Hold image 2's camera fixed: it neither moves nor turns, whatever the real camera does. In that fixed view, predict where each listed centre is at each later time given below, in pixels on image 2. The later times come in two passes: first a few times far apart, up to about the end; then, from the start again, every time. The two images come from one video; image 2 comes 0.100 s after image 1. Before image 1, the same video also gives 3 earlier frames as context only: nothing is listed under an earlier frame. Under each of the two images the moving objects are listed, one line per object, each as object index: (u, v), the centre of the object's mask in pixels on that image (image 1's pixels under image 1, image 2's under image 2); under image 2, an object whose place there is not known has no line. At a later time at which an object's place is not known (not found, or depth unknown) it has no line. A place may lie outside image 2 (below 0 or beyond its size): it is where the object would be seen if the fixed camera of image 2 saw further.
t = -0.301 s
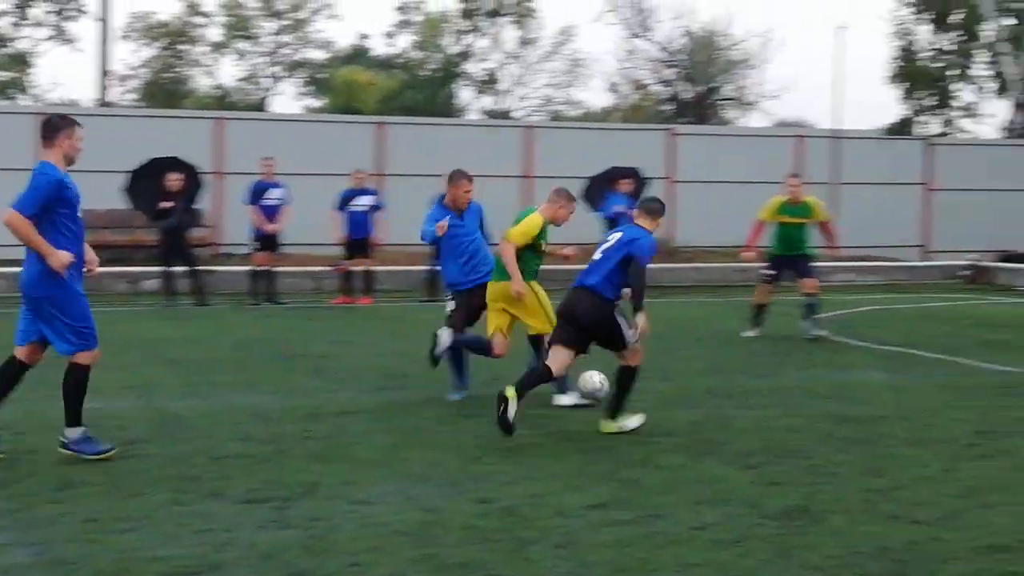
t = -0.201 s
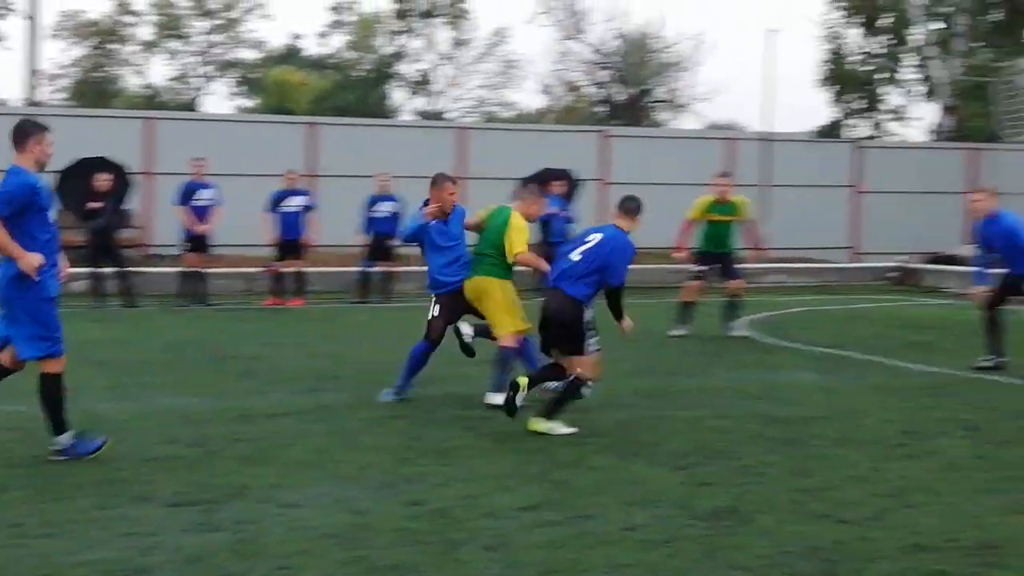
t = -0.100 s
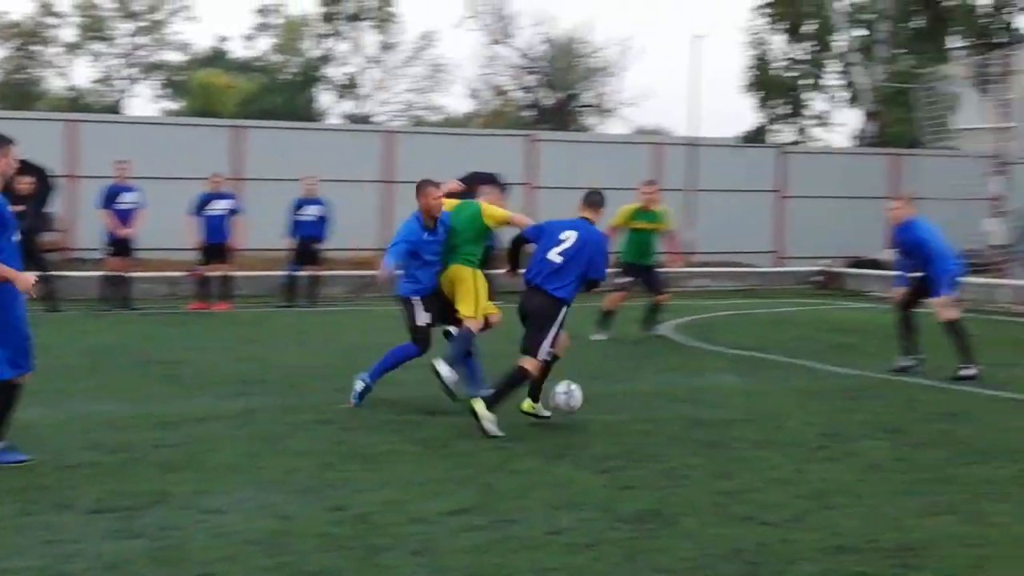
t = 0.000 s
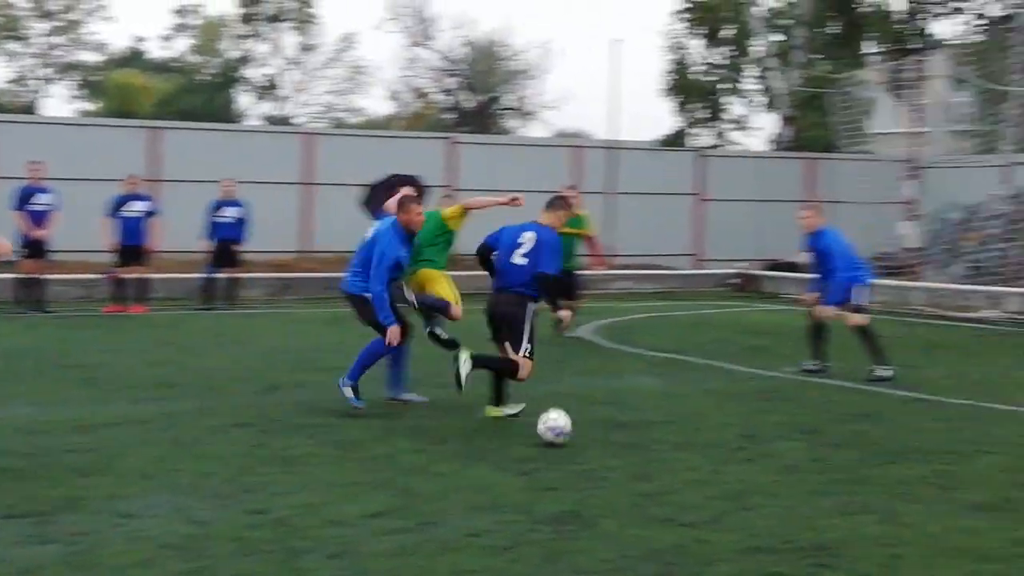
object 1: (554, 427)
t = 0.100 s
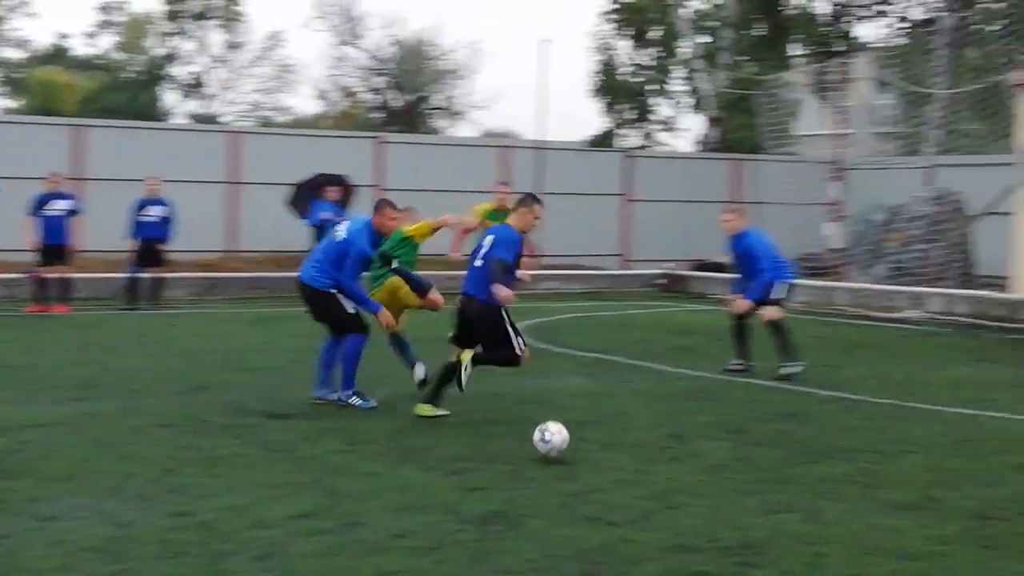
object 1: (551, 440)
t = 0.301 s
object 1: (702, 472)
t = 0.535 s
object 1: (881, 504)
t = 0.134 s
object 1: (576, 446)
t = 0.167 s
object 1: (601, 451)
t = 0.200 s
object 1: (626, 455)
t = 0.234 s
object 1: (651, 460)
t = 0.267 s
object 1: (677, 467)
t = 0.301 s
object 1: (702, 472)
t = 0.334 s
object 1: (727, 476)
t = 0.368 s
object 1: (754, 483)
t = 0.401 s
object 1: (779, 487)
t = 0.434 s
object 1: (805, 492)
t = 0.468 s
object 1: (831, 496)
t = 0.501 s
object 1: (856, 501)
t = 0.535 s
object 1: (881, 504)
